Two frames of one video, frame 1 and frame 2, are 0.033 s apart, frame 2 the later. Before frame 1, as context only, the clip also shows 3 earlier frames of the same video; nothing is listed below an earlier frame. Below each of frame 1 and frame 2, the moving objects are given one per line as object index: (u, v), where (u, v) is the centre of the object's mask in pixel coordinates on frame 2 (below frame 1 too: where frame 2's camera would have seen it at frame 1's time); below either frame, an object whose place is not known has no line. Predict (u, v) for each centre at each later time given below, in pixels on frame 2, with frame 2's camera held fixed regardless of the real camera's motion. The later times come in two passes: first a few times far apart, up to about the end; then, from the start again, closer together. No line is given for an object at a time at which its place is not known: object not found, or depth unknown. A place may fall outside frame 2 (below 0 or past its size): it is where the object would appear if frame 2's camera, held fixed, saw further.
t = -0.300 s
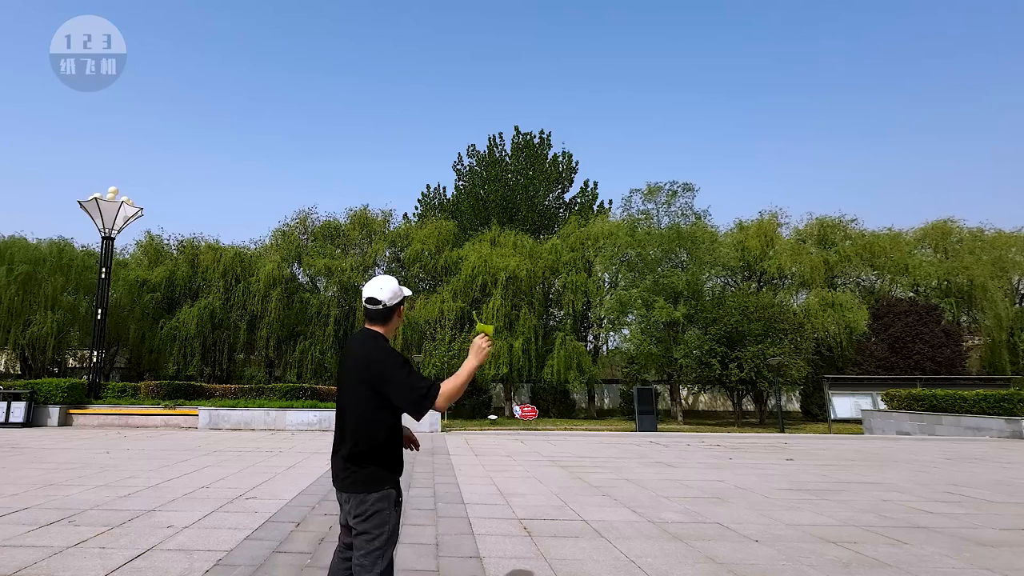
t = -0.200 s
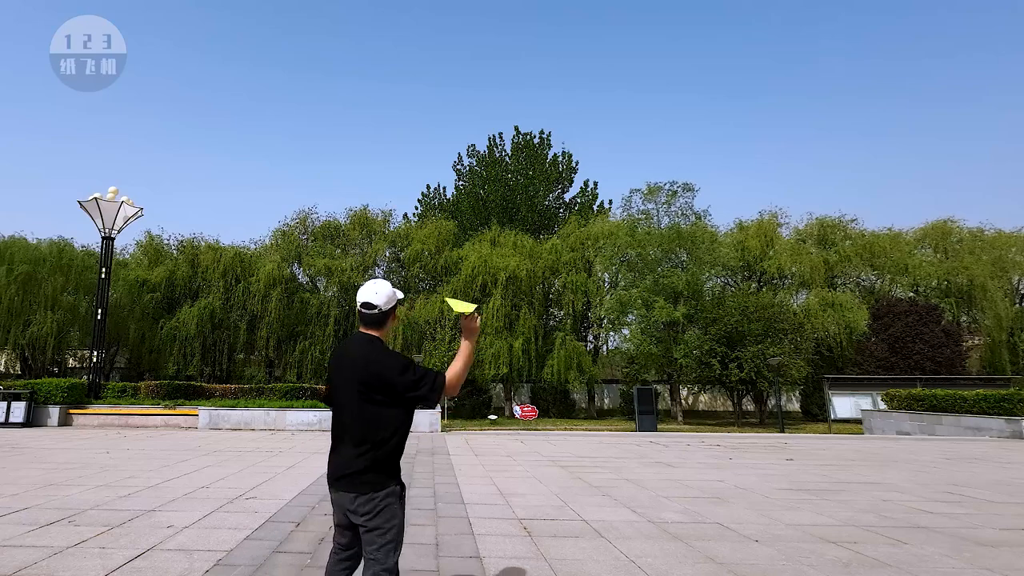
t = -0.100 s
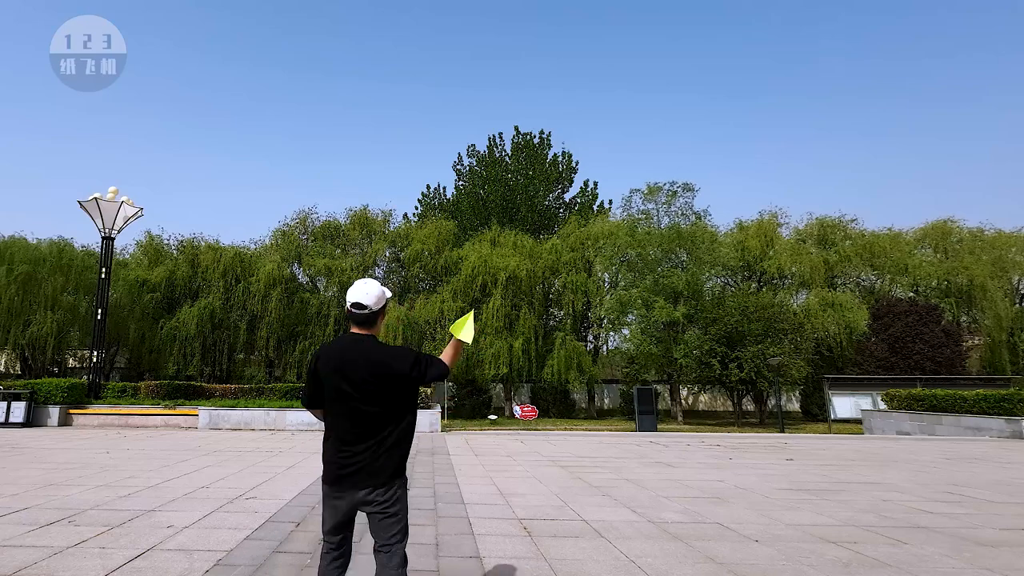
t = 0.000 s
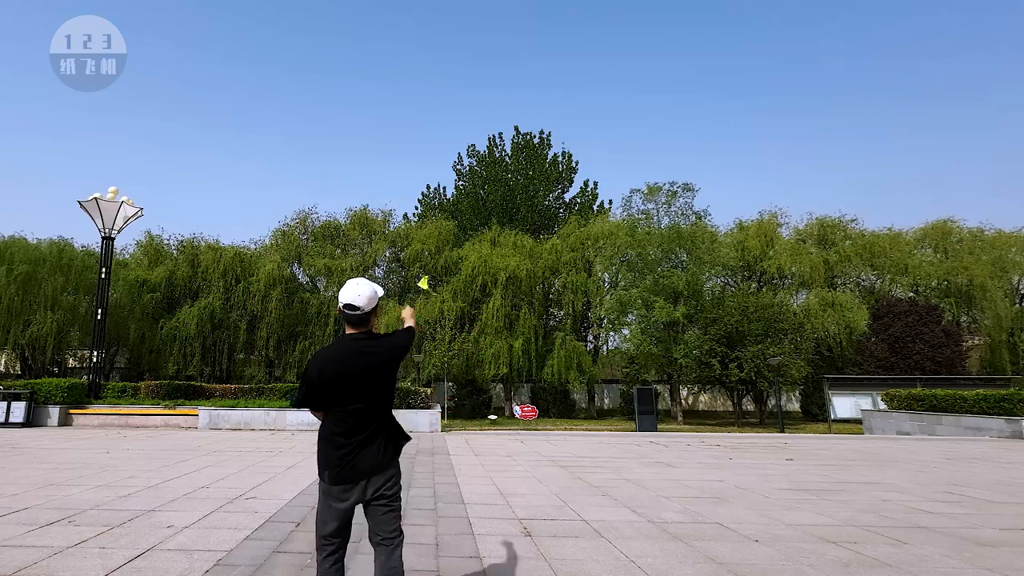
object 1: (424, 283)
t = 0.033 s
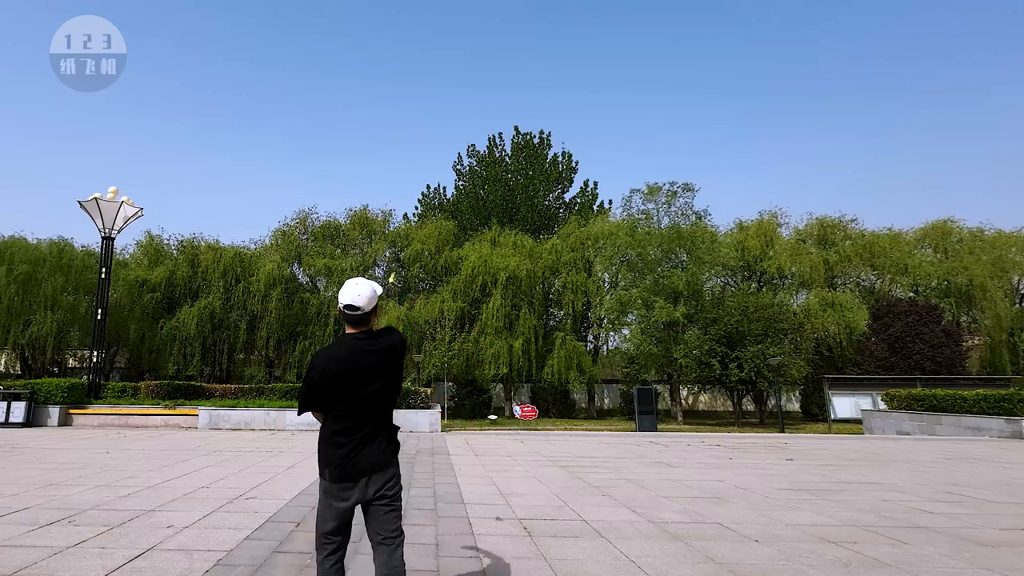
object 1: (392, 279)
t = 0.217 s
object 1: (399, 254)
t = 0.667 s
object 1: (588, 244)
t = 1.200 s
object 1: (766, 261)
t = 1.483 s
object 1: (836, 260)
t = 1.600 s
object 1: (852, 260)
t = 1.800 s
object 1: (852, 255)
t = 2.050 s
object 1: (772, 256)
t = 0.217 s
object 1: (399, 254)
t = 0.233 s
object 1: (405, 252)
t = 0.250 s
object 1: (411, 251)
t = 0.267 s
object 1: (419, 250)
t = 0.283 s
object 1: (425, 249)
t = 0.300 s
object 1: (432, 248)
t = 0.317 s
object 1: (439, 247)
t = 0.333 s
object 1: (447, 247)
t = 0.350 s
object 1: (454, 246)
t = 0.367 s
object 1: (461, 245)
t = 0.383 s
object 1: (469, 245)
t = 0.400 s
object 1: (476, 244)
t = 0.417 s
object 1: (483, 244)
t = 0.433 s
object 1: (491, 244)
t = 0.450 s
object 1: (498, 244)
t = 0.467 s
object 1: (505, 244)
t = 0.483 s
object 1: (512, 244)
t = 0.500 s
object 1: (519, 244)
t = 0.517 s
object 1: (526, 244)
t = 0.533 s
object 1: (533, 244)
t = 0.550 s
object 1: (540, 244)
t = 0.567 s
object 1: (548, 244)
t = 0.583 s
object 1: (554, 244)
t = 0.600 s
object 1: (561, 244)
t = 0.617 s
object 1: (568, 244)
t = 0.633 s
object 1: (574, 244)
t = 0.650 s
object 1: (581, 244)
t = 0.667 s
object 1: (588, 244)
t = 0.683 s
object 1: (594, 244)
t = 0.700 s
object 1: (601, 244)
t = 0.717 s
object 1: (607, 245)
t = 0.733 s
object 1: (614, 245)
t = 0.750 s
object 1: (620, 245)
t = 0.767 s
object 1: (626, 245)
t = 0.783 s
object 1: (632, 245)
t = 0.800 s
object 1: (638, 246)
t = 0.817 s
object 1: (644, 246)
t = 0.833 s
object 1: (650, 246)
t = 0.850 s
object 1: (656, 247)
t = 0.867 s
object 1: (661, 247)
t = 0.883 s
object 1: (667, 247)
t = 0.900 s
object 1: (673, 248)
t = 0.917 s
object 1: (678, 249)
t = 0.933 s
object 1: (684, 249)
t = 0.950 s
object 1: (689, 250)
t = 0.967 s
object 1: (694, 251)
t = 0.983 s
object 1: (699, 252)
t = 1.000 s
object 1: (705, 252)
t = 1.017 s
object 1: (710, 253)
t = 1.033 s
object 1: (715, 254)
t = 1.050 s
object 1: (720, 255)
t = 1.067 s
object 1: (725, 256)
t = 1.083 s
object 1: (731, 257)
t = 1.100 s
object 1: (736, 258)
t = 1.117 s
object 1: (741, 259)
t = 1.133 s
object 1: (745, 260)
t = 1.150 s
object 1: (751, 260)
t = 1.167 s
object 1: (756, 260)
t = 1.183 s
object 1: (761, 261)
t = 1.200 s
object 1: (766, 261)
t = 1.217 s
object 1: (770, 261)
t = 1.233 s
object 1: (775, 261)
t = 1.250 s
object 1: (781, 261)
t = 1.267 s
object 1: (785, 261)
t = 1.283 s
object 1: (789, 261)
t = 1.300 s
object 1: (794, 261)
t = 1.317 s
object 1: (799, 261)
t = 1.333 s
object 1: (803, 261)
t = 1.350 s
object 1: (807, 260)
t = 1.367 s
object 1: (811, 260)
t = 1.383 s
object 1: (815, 260)
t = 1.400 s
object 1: (819, 260)
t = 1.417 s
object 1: (823, 260)
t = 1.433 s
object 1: (826, 260)
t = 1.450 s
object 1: (830, 260)
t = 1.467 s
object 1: (833, 260)
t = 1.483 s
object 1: (836, 260)
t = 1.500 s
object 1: (839, 260)
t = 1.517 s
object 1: (842, 260)
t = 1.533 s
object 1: (844, 261)
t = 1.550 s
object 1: (846, 261)
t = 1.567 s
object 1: (848, 260)
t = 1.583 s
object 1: (850, 260)
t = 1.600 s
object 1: (852, 260)
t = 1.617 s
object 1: (853, 260)
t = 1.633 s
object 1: (854, 259)
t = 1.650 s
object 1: (855, 259)
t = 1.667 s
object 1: (856, 259)
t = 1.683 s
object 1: (856, 259)
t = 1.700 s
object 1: (857, 258)
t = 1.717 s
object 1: (856, 258)
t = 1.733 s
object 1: (857, 257)
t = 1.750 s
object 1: (857, 257)
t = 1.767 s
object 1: (856, 256)
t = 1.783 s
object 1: (855, 255)
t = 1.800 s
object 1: (852, 255)
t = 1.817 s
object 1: (851, 254)
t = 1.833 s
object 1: (848, 254)
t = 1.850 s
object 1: (846, 253)
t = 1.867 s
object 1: (843, 252)
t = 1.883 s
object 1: (839, 252)
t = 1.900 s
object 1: (836, 251)
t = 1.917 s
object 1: (832, 251)
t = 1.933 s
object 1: (827, 251)
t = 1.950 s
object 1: (821, 251)
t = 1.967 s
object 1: (817, 251)
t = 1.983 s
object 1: (808, 252)
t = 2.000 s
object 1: (800, 253)
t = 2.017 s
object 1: (792, 253)
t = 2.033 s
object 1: (783, 254)
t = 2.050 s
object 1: (772, 256)
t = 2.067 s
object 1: (761, 258)
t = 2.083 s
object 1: (749, 260)
